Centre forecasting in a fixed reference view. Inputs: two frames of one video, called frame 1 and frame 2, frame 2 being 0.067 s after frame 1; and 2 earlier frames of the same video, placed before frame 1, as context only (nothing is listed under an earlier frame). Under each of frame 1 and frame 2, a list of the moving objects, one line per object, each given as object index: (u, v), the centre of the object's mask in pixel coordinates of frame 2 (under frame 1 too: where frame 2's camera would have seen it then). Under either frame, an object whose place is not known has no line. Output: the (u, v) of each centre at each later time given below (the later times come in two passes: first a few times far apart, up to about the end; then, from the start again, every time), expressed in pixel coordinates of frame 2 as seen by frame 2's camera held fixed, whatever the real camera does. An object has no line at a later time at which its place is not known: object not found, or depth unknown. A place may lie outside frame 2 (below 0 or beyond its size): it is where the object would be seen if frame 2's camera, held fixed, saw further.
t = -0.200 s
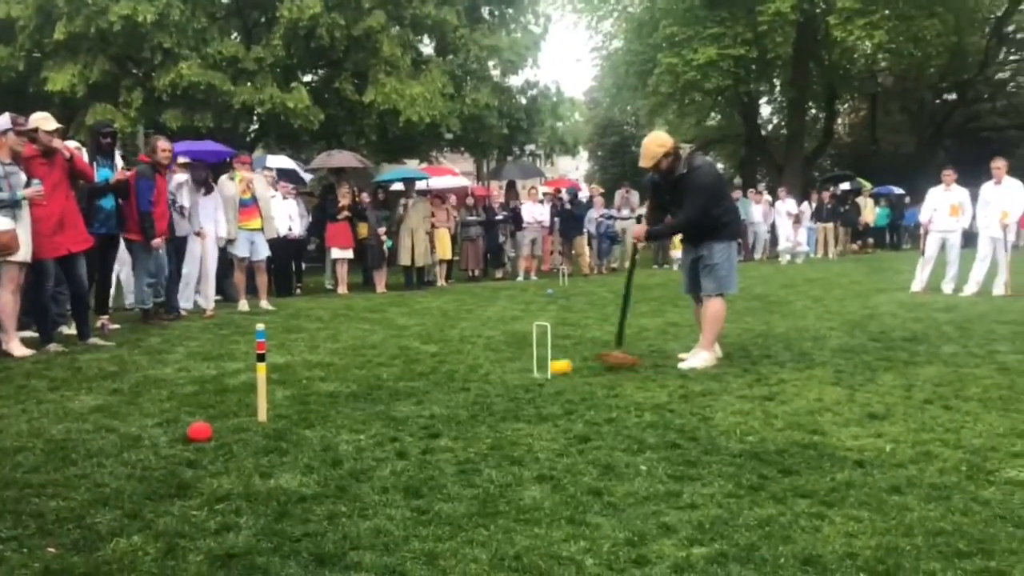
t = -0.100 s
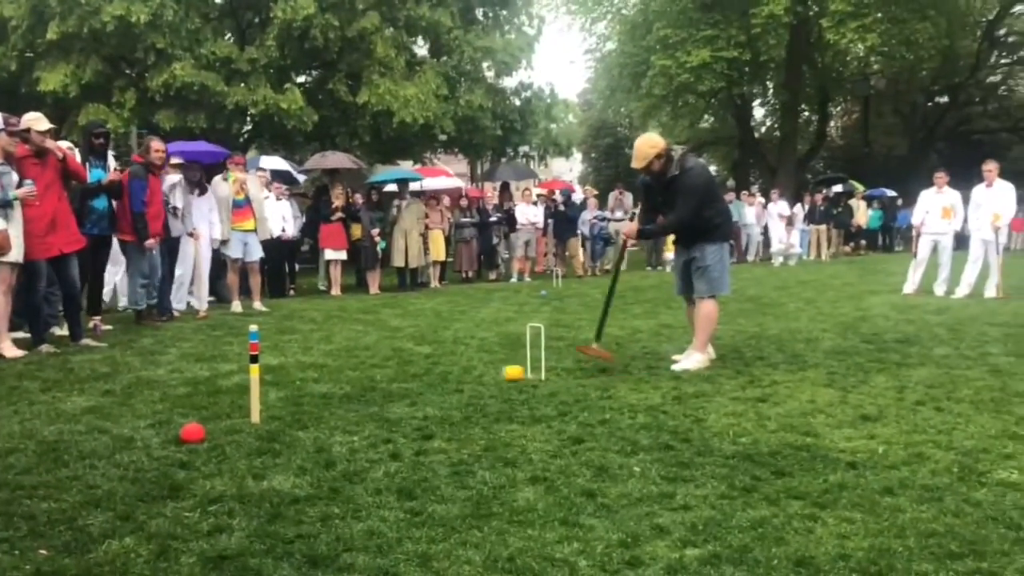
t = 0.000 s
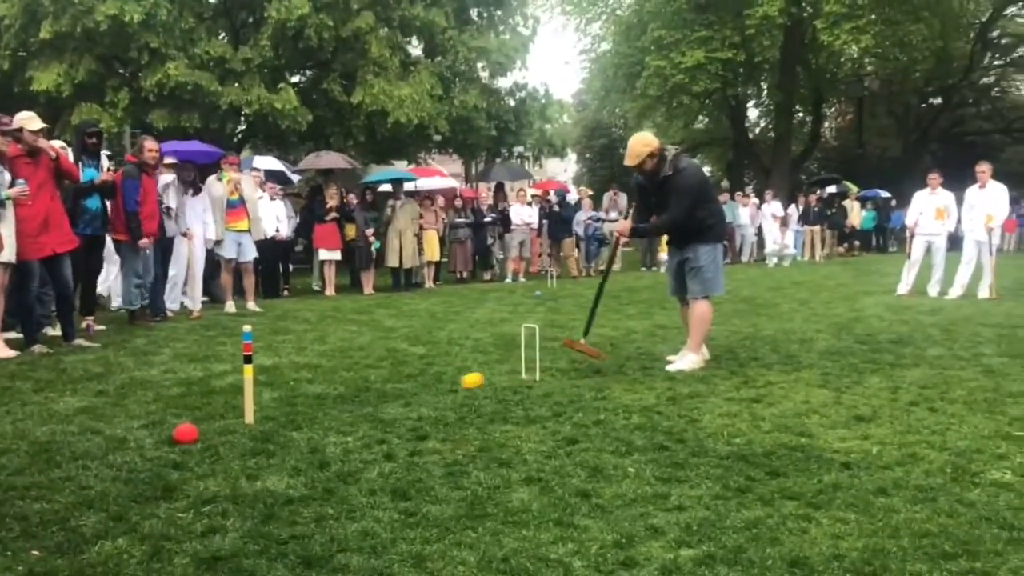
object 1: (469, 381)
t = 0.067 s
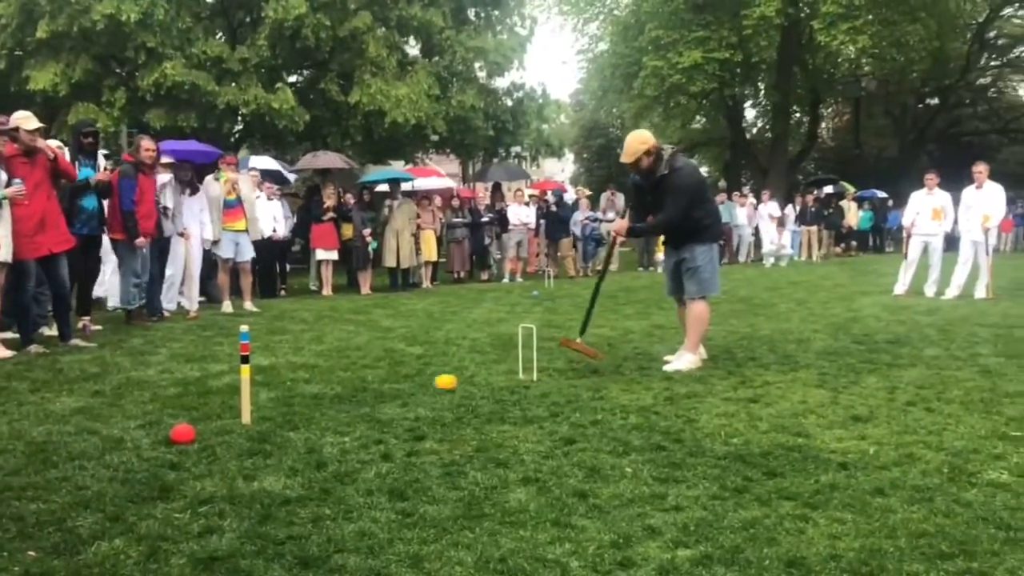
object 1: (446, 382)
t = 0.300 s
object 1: (363, 393)
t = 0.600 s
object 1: (263, 403)
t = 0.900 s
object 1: (180, 414)
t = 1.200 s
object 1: (130, 421)
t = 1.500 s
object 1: (117, 425)
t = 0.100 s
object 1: (433, 384)
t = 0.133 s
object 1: (421, 385)
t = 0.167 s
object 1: (410, 385)
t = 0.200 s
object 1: (398, 386)
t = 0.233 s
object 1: (386, 388)
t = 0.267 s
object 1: (375, 392)
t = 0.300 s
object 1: (363, 393)
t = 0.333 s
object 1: (351, 393)
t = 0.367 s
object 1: (340, 395)
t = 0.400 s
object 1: (328, 397)
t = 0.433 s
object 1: (316, 397)
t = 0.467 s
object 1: (306, 397)
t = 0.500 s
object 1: (295, 398)
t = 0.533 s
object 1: (284, 401)
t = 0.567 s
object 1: (273, 403)
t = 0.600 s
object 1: (263, 403)
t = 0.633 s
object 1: (256, 403)
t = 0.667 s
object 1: (236, 405)
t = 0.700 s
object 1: (231, 406)
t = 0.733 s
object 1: (222, 407)
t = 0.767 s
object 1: (213, 408)
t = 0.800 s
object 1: (204, 410)
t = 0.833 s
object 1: (196, 412)
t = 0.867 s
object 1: (188, 413)
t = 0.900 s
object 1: (180, 414)
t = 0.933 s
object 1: (173, 415)
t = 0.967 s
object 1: (166, 415)
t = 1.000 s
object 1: (159, 416)
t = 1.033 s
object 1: (154, 417)
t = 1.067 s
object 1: (148, 417)
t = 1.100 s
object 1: (143, 419)
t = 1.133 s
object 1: (138, 421)
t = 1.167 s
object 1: (134, 421)
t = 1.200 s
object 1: (130, 421)
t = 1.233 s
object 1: (126, 422)
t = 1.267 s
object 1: (123, 424)
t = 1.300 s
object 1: (121, 424)
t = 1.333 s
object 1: (118, 425)
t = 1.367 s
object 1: (117, 425)
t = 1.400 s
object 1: (117, 425)
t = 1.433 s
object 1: (116, 425)
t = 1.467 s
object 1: (117, 425)
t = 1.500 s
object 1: (117, 425)
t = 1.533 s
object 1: (118, 426)
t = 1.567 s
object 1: (119, 426)
